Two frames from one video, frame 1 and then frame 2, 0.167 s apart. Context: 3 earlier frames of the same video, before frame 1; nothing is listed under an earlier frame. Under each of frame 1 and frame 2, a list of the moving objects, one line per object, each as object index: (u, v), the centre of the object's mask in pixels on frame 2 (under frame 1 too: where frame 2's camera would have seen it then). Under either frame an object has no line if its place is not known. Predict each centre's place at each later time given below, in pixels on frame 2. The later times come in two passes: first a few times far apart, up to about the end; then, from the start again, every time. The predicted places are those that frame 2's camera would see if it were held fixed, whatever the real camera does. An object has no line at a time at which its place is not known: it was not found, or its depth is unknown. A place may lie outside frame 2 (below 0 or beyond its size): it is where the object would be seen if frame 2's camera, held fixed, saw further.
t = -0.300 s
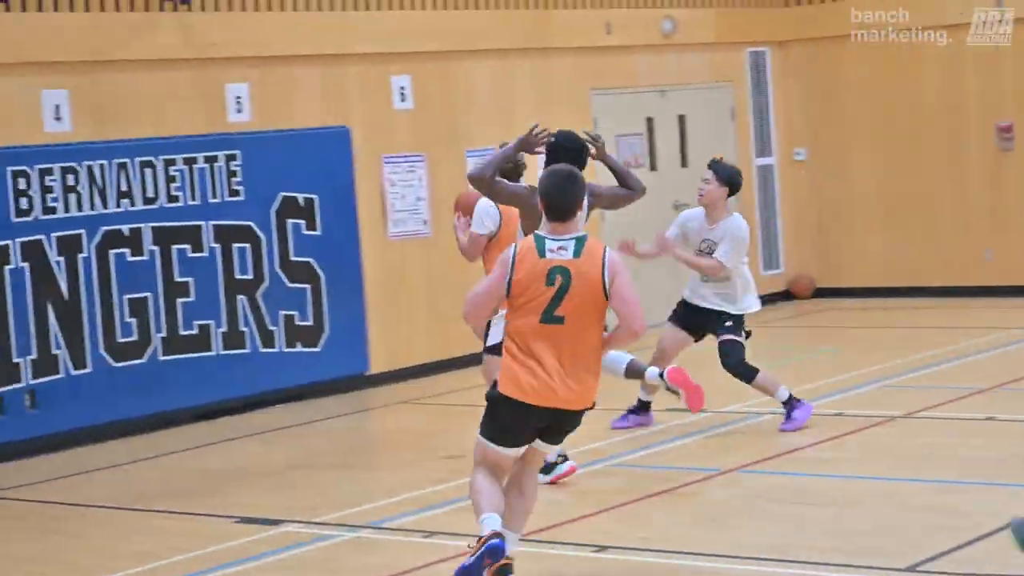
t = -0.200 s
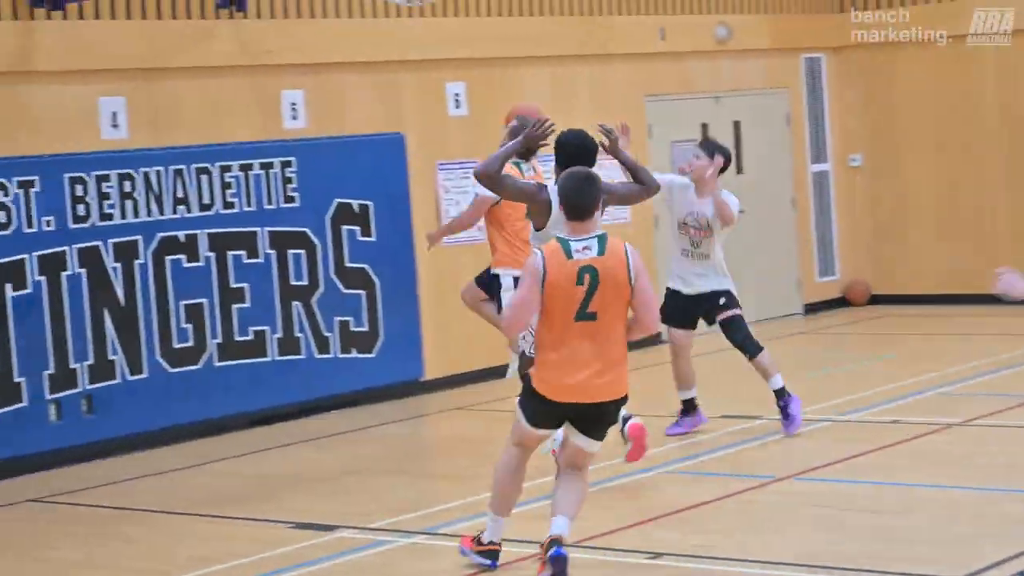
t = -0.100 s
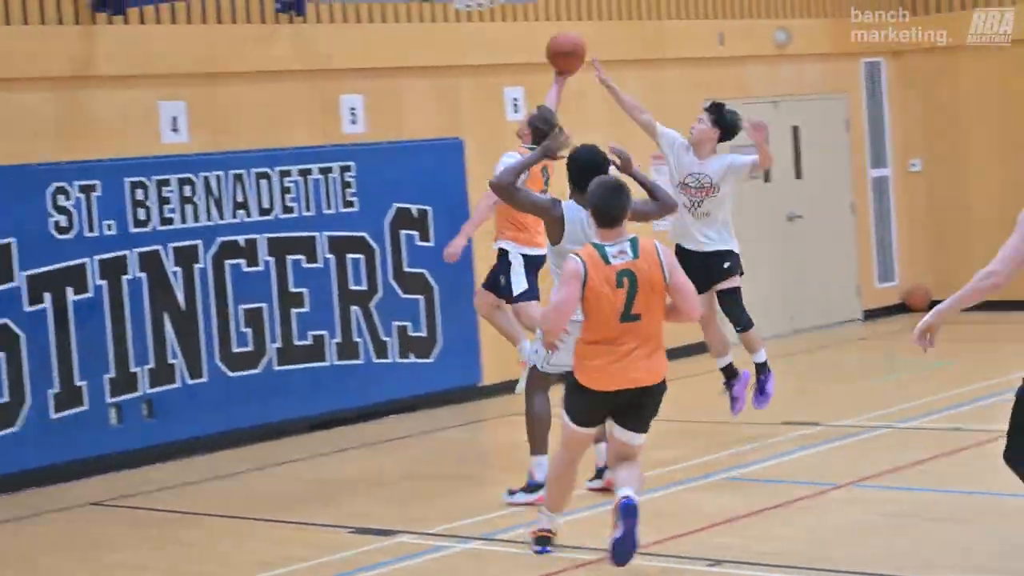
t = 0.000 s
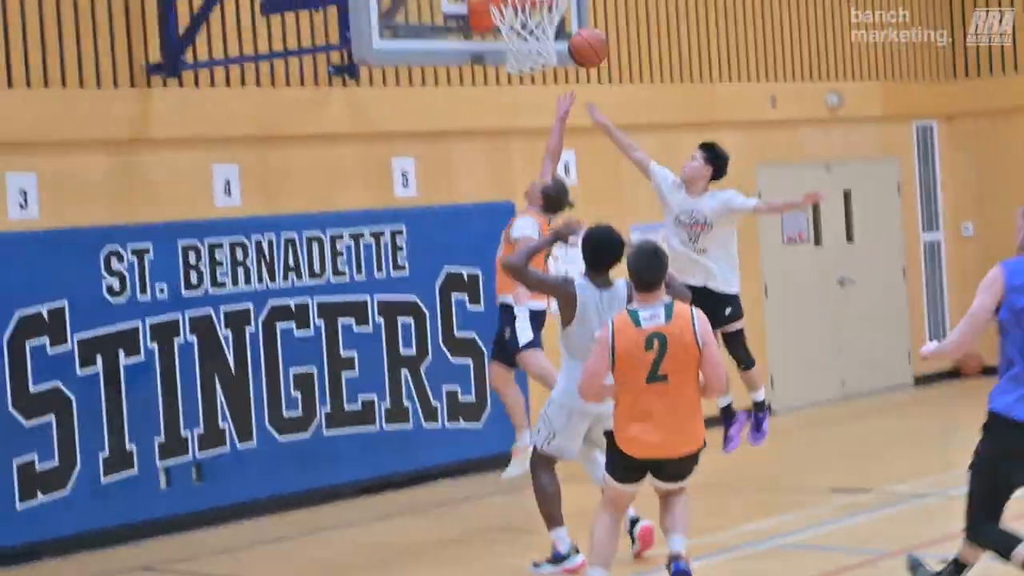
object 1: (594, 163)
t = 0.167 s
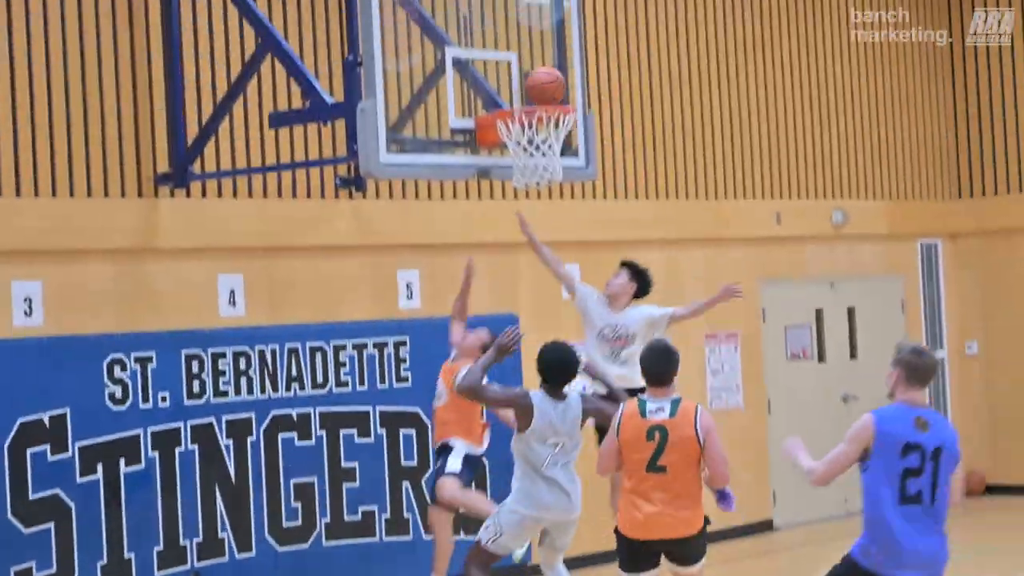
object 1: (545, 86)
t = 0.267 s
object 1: (538, 66)
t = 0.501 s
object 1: (555, 87)
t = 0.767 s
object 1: (548, 88)
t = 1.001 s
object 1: (543, 177)
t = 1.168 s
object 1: (538, 279)
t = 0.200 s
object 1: (535, 77)
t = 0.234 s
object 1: (536, 70)
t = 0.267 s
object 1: (538, 66)
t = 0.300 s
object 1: (540, 64)
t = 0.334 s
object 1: (542, 63)
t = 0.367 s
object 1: (544, 65)
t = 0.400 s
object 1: (548, 68)
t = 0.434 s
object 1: (550, 73)
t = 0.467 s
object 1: (552, 79)
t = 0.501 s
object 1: (555, 87)
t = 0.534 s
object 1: (555, 90)
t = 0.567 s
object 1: (555, 87)
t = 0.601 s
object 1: (554, 83)
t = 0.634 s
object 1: (552, 81)
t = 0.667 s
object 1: (551, 80)
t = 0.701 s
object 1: (550, 82)
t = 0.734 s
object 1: (548, 85)
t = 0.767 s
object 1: (548, 88)
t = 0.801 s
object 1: (547, 93)
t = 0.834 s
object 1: (546, 96)
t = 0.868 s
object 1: (544, 116)
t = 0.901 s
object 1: (544, 126)
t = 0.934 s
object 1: (546, 143)
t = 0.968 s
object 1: (544, 157)
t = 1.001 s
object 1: (543, 177)
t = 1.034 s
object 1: (542, 195)
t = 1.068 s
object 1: (540, 211)
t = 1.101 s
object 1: (539, 231)
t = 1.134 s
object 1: (539, 254)
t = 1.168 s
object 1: (538, 279)
